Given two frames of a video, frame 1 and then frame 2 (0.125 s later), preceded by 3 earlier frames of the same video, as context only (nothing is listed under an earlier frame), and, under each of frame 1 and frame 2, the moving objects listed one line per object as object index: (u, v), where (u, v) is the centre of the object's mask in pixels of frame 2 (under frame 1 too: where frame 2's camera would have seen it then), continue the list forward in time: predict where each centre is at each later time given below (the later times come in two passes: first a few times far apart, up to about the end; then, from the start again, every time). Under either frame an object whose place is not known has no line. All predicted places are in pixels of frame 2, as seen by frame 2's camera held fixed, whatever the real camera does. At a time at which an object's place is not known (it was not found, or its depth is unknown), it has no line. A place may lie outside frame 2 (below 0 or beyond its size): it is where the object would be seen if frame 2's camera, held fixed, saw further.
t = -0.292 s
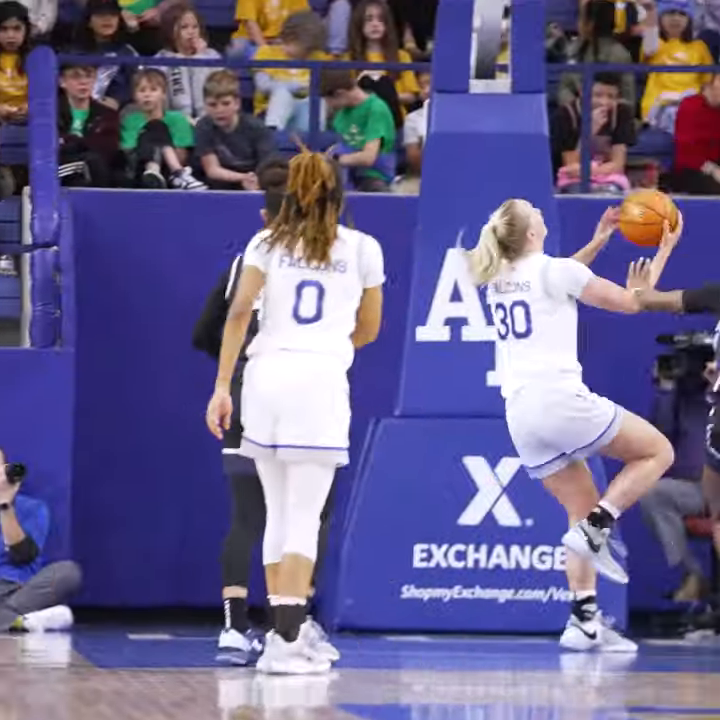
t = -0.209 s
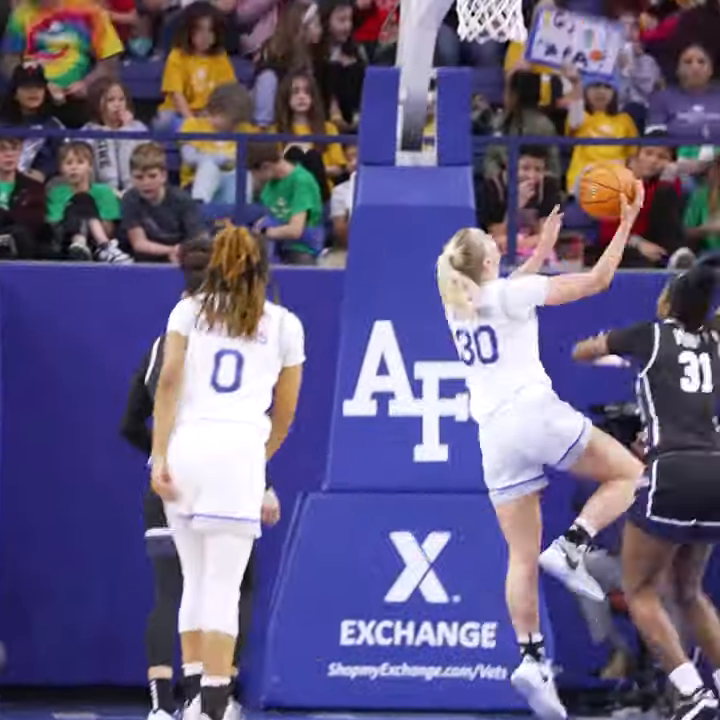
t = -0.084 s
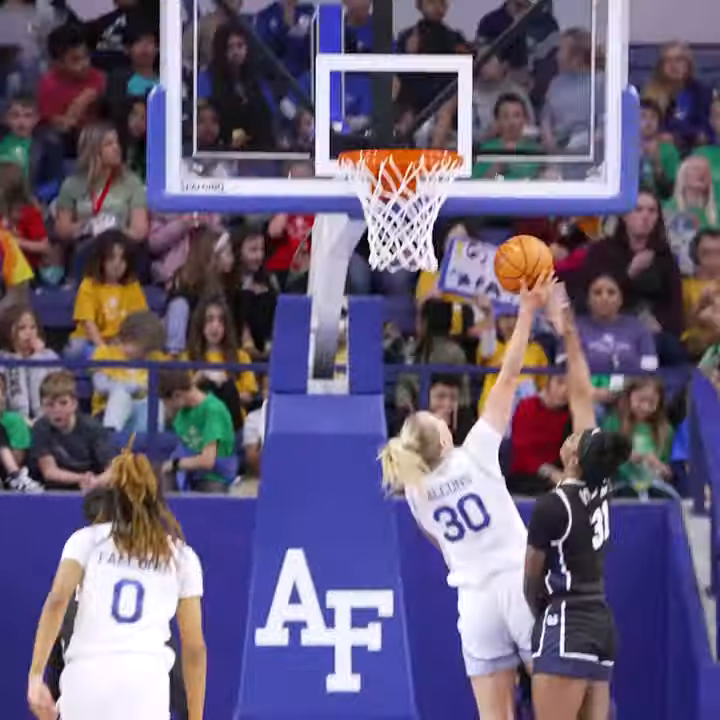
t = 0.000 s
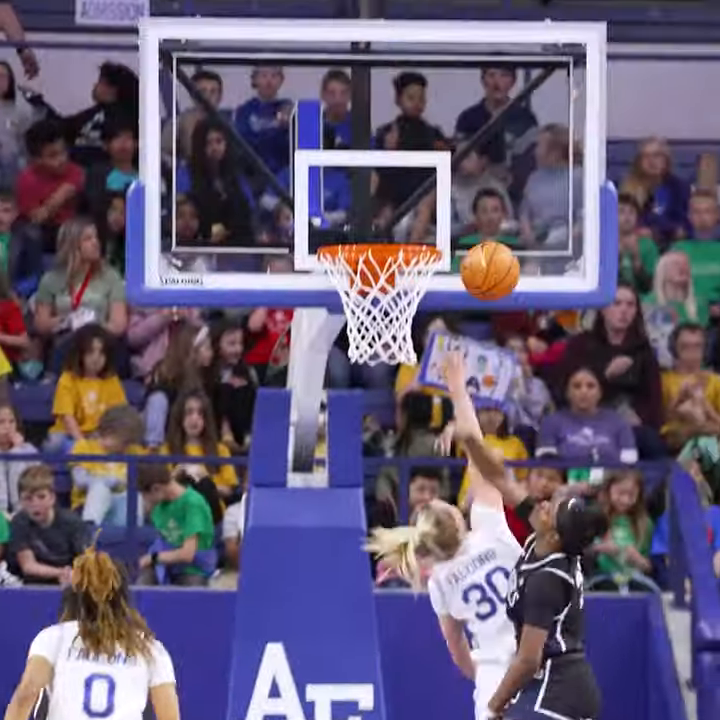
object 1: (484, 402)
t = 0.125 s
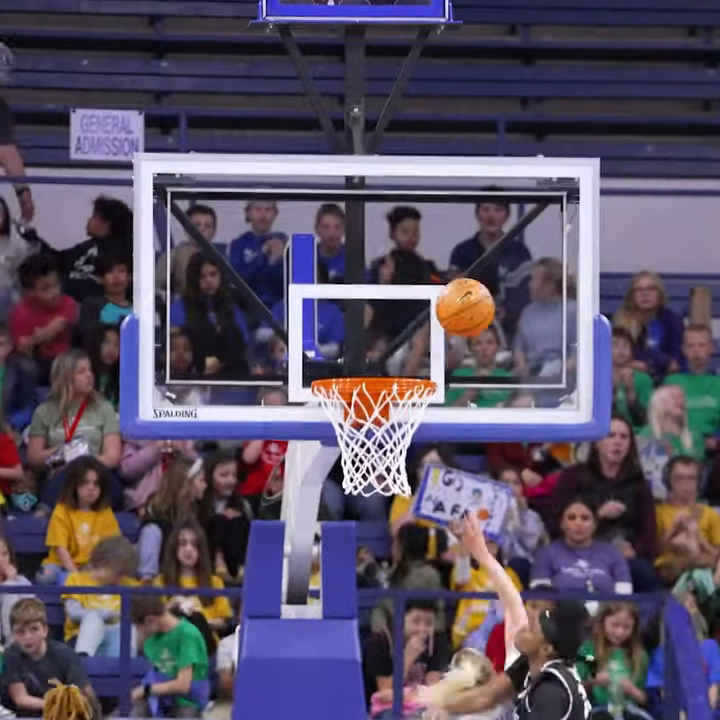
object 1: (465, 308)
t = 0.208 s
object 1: (453, 266)
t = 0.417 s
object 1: (432, 271)
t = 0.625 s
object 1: (403, 355)
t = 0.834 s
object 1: (338, 349)
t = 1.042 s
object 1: (345, 341)
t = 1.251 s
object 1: (365, 406)
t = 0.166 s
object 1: (459, 285)
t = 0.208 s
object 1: (453, 266)
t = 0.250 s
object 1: (447, 257)
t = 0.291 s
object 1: (443, 255)
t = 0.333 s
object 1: (439, 256)
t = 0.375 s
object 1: (435, 261)
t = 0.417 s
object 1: (432, 271)
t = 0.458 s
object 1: (427, 286)
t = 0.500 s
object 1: (423, 305)
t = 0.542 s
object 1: (419, 328)
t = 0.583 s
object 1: (415, 354)
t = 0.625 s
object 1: (403, 355)
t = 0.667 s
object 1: (387, 351)
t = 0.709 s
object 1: (371, 350)
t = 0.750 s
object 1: (354, 353)
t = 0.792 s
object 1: (338, 357)
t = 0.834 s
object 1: (338, 349)
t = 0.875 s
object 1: (340, 339)
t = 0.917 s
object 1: (341, 333)
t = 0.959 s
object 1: (342, 332)
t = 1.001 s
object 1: (344, 334)
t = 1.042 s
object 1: (345, 341)
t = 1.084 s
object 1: (346, 351)
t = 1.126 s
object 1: (348, 360)
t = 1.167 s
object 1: (353, 365)
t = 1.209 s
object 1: (359, 370)
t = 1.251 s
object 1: (365, 406)
